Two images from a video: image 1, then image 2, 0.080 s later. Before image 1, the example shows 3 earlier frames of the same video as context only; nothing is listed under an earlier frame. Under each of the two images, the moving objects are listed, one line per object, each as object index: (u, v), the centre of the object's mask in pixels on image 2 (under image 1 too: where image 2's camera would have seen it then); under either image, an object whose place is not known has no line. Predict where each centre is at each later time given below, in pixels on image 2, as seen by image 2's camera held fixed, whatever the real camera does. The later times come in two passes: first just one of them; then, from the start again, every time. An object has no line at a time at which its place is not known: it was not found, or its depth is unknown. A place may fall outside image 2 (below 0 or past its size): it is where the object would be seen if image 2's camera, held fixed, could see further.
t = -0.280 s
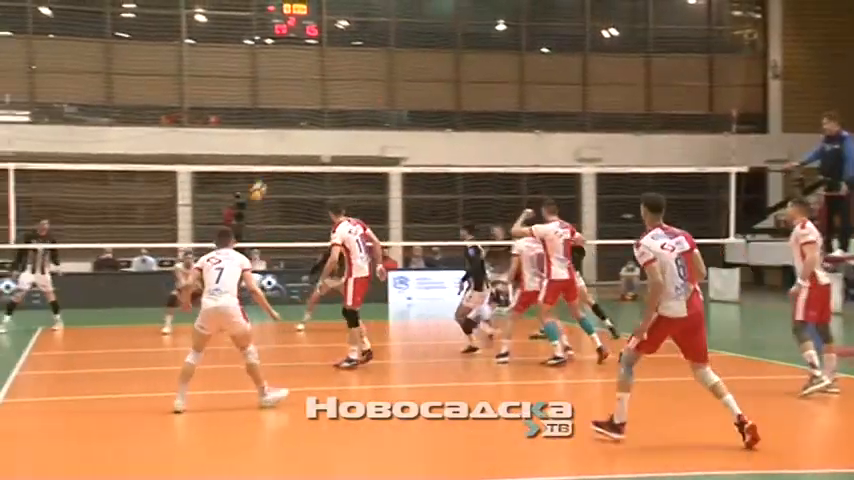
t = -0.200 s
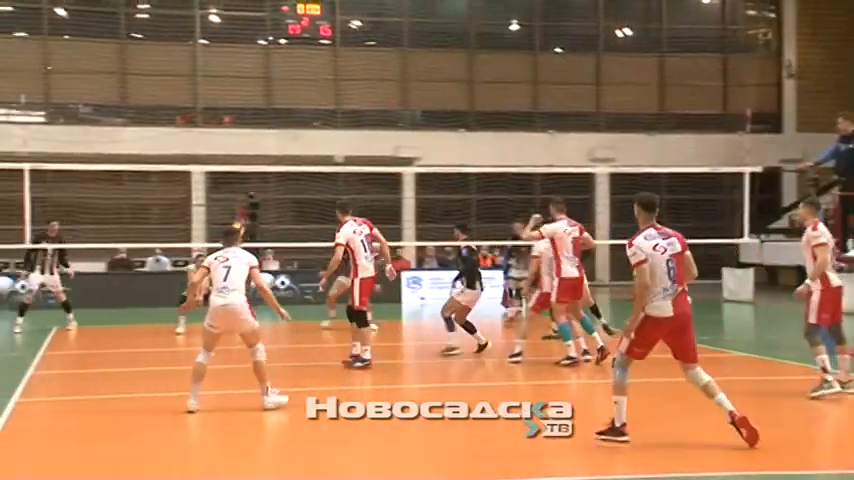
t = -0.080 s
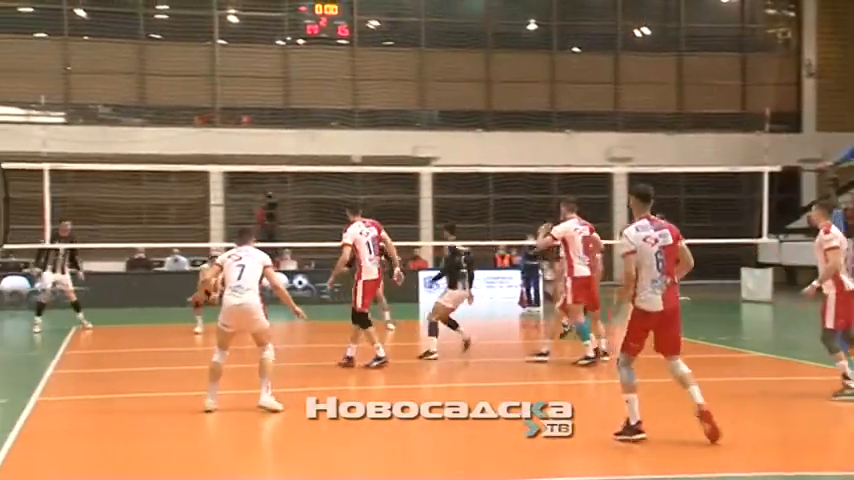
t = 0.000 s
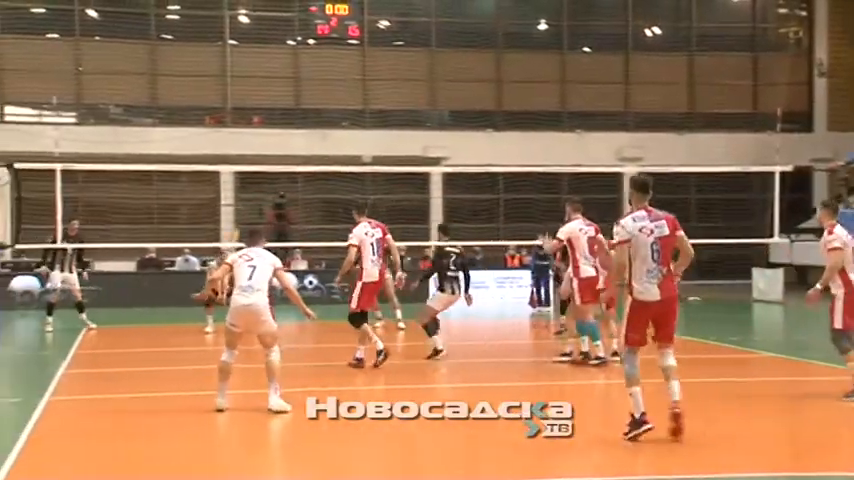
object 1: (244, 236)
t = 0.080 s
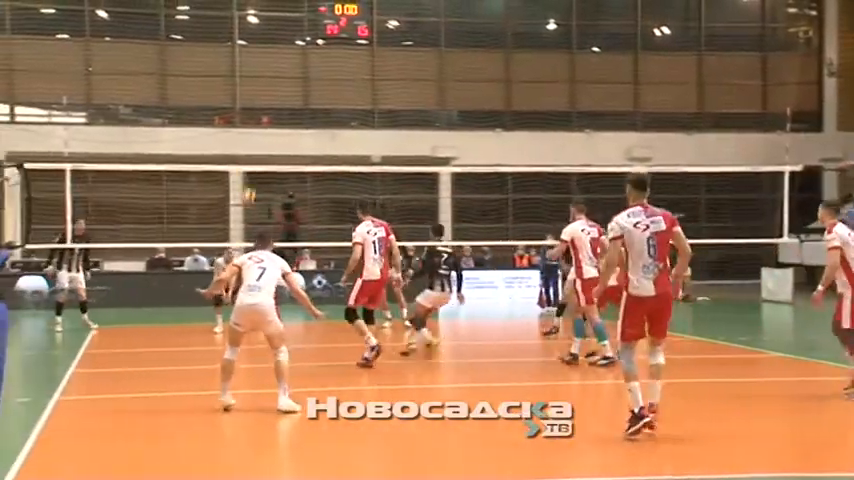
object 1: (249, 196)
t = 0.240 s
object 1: (262, 124)
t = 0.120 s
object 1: (251, 178)
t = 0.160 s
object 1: (255, 158)
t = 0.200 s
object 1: (259, 142)
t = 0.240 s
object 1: (262, 124)
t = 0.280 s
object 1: (265, 112)
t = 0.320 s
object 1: (269, 94)
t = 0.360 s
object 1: (272, 79)
